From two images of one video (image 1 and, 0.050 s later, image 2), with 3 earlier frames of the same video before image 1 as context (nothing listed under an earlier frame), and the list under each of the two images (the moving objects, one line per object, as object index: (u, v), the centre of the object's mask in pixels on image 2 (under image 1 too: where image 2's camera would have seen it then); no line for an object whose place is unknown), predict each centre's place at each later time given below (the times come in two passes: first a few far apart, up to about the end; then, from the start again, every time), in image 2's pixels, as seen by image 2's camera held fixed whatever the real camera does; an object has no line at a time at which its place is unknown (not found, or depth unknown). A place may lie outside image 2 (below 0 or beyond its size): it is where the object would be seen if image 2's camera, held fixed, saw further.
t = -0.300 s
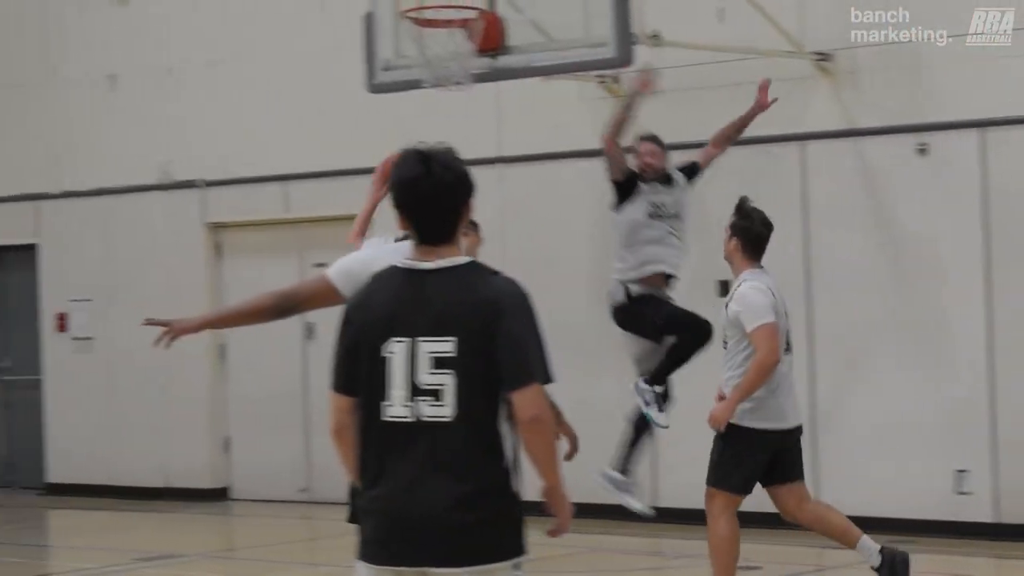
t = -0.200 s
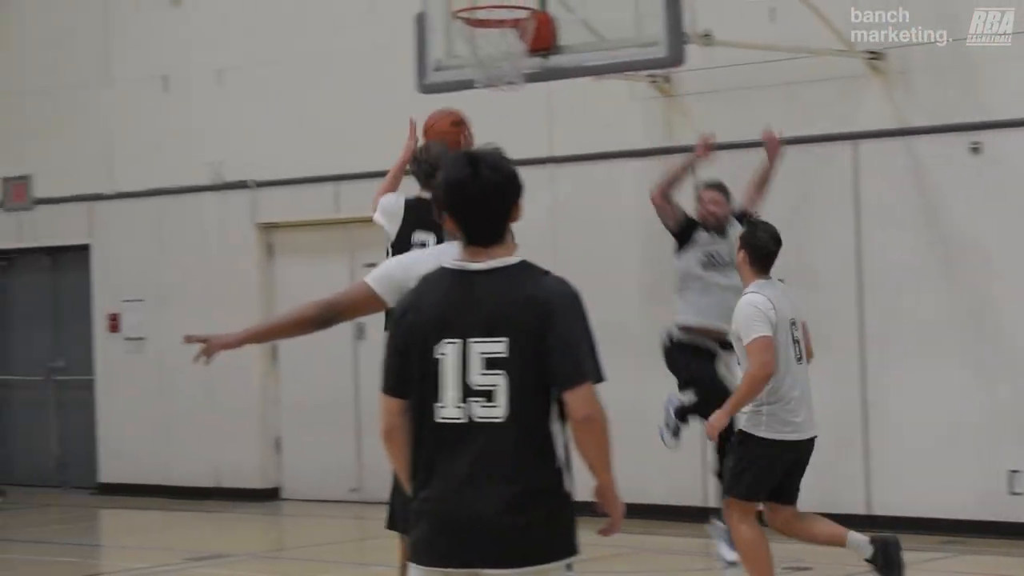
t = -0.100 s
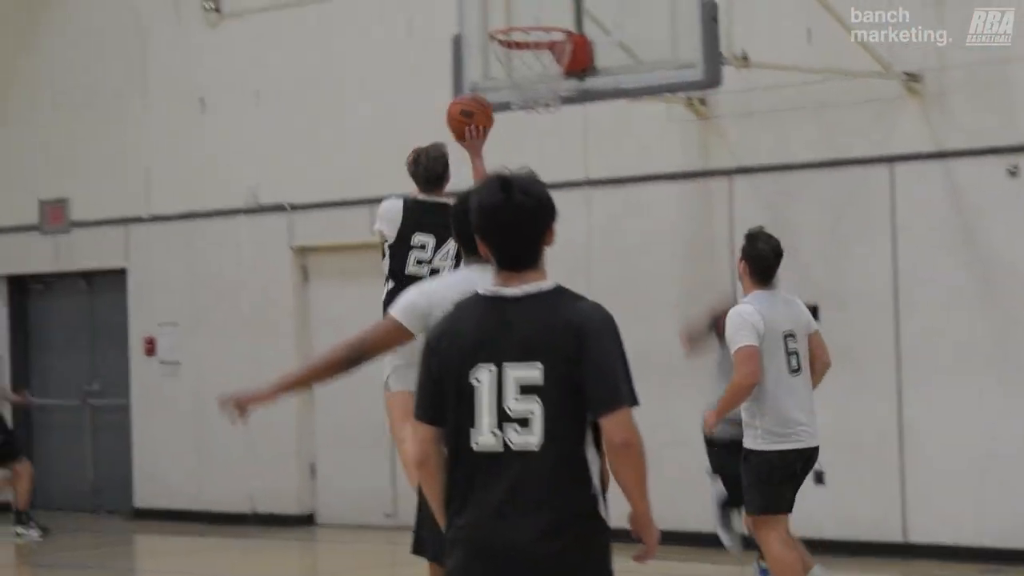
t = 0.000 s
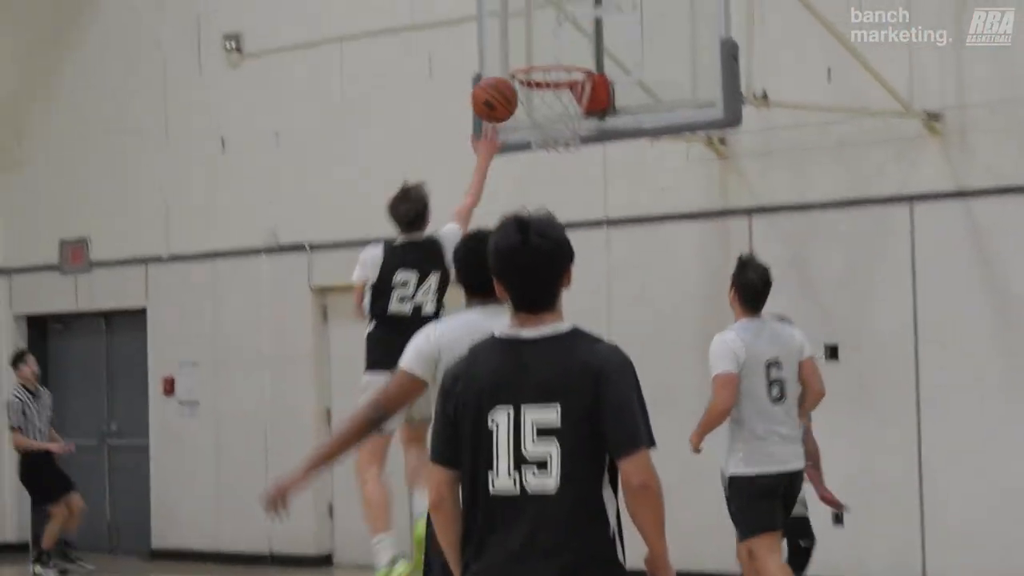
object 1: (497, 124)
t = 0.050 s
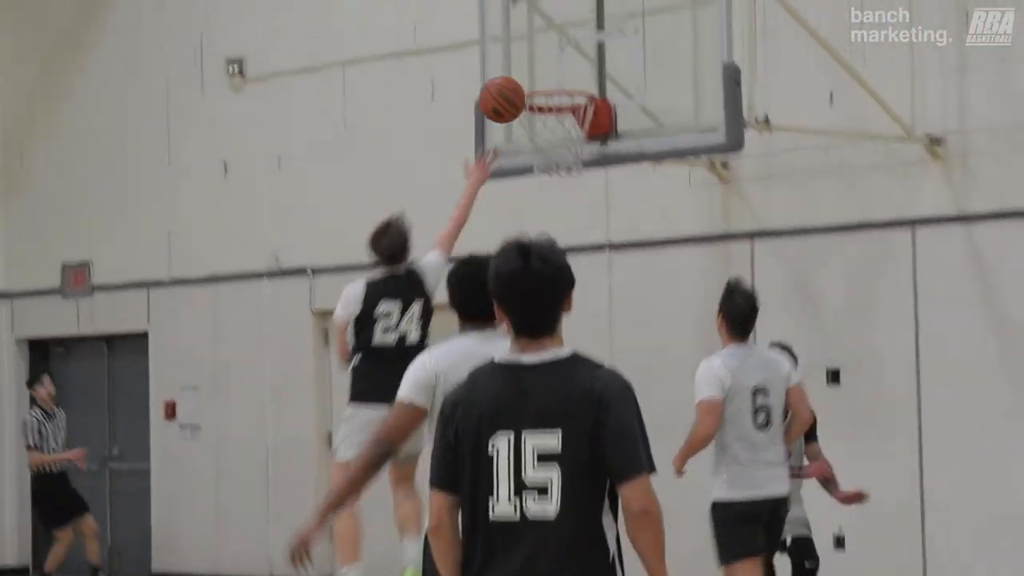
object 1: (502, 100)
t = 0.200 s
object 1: (516, 58)
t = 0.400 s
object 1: (535, 69)
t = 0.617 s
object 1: (564, 102)
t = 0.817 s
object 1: (528, 139)
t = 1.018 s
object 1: (562, 154)
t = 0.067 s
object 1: (503, 92)
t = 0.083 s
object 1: (505, 86)
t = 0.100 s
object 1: (506, 80)
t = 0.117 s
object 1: (508, 75)
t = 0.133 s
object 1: (510, 70)
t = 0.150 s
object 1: (511, 66)
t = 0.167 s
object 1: (513, 63)
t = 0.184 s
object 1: (514, 60)
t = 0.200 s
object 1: (516, 58)
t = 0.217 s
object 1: (517, 55)
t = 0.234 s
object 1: (519, 54)
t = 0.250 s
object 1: (521, 53)
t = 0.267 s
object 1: (523, 53)
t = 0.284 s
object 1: (524, 53)
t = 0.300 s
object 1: (525, 55)
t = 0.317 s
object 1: (527, 56)
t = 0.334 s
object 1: (529, 57)
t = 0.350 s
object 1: (530, 59)
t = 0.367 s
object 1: (532, 62)
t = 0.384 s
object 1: (533, 65)
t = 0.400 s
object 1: (535, 69)
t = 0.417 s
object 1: (536, 73)
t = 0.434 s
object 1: (538, 76)
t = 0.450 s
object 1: (539, 78)
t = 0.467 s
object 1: (540, 81)
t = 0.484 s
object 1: (543, 94)
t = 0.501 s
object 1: (544, 98)
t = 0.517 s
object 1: (550, 98)
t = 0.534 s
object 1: (556, 98)
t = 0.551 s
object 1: (563, 98)
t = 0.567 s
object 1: (569, 100)
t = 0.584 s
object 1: (574, 103)
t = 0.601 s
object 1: (573, 104)
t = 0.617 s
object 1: (564, 102)
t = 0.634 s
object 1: (557, 104)
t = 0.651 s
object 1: (551, 106)
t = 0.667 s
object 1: (545, 108)
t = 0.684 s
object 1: (539, 112)
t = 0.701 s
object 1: (534, 114)
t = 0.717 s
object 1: (533, 116)
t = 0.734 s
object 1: (531, 120)
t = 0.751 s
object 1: (529, 125)
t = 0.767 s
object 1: (528, 128)
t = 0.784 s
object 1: (527, 133)
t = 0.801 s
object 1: (526, 136)
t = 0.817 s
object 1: (528, 139)
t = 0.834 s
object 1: (530, 140)
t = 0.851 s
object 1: (531, 141)
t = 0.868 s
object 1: (532, 143)
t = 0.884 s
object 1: (533, 144)
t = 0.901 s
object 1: (537, 144)
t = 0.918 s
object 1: (540, 145)
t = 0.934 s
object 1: (542, 147)
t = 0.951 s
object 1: (545, 148)
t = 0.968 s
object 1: (549, 148)
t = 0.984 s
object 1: (554, 150)
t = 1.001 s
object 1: (558, 153)
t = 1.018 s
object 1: (562, 154)
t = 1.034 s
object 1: (565, 155)
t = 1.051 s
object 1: (570, 157)
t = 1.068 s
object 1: (573, 158)
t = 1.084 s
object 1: (576, 158)
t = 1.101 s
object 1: (578, 158)
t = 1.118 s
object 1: (580, 158)
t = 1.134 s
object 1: (583, 160)
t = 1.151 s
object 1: (586, 164)
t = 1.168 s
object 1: (589, 167)
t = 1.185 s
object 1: (590, 170)
